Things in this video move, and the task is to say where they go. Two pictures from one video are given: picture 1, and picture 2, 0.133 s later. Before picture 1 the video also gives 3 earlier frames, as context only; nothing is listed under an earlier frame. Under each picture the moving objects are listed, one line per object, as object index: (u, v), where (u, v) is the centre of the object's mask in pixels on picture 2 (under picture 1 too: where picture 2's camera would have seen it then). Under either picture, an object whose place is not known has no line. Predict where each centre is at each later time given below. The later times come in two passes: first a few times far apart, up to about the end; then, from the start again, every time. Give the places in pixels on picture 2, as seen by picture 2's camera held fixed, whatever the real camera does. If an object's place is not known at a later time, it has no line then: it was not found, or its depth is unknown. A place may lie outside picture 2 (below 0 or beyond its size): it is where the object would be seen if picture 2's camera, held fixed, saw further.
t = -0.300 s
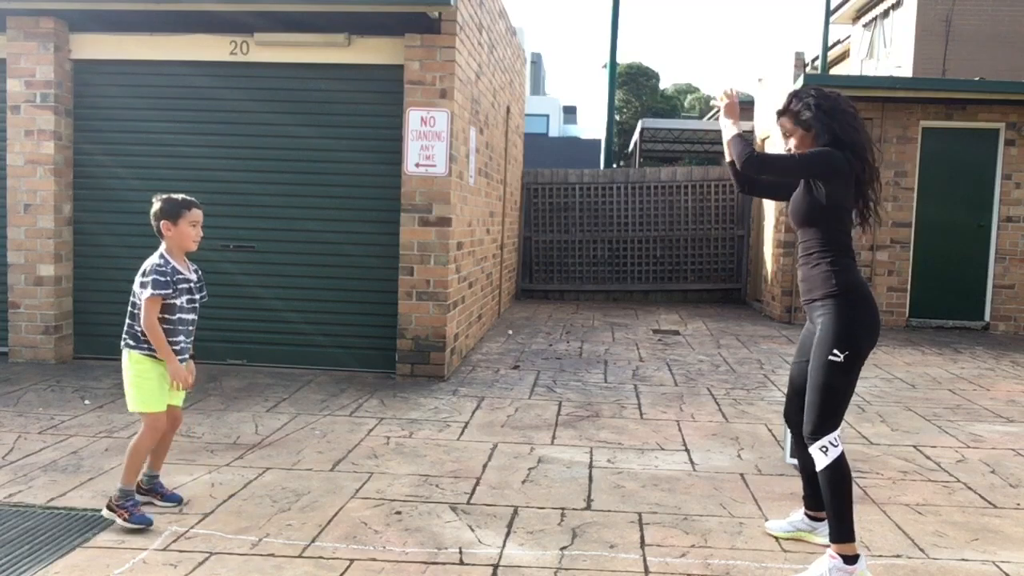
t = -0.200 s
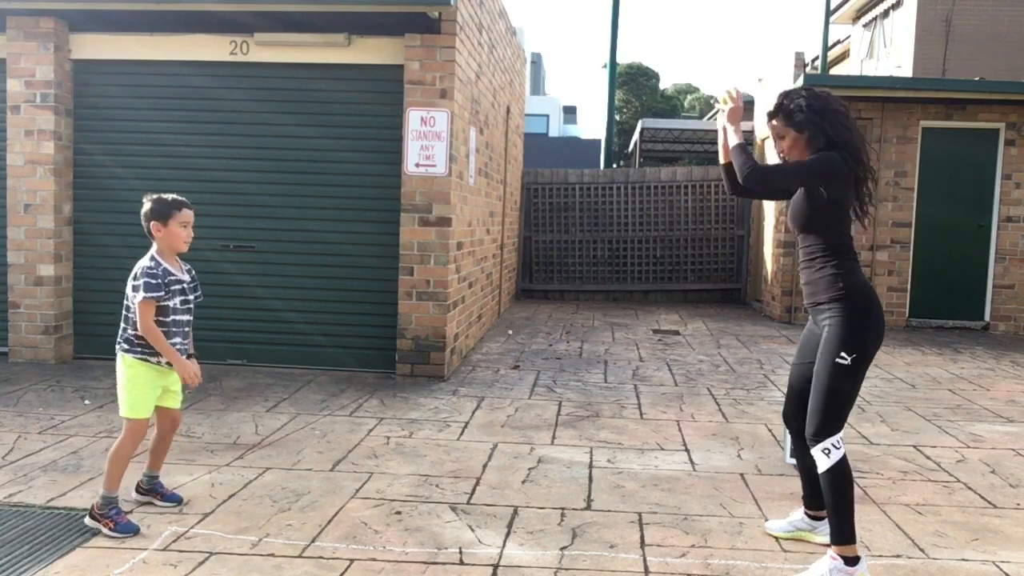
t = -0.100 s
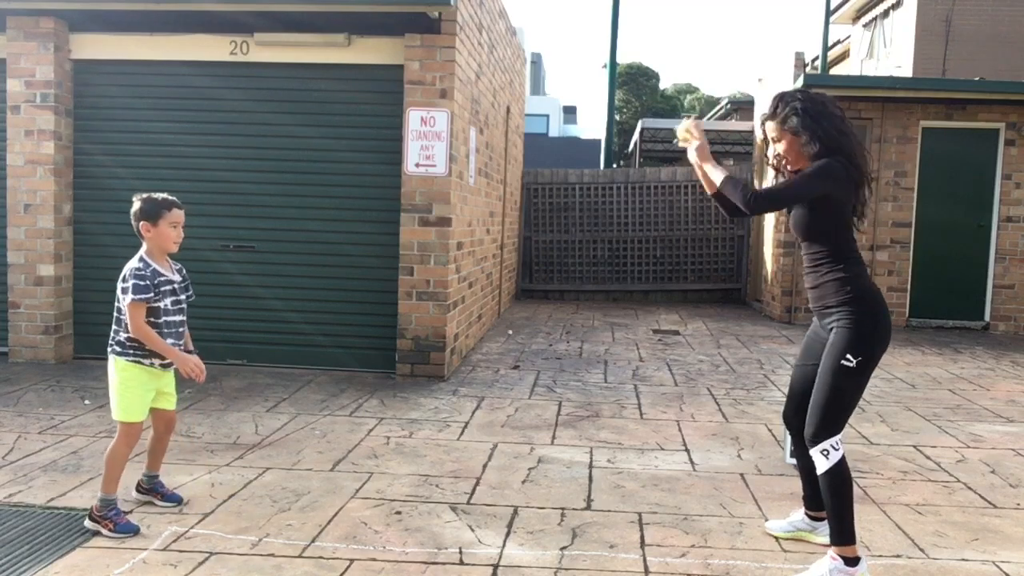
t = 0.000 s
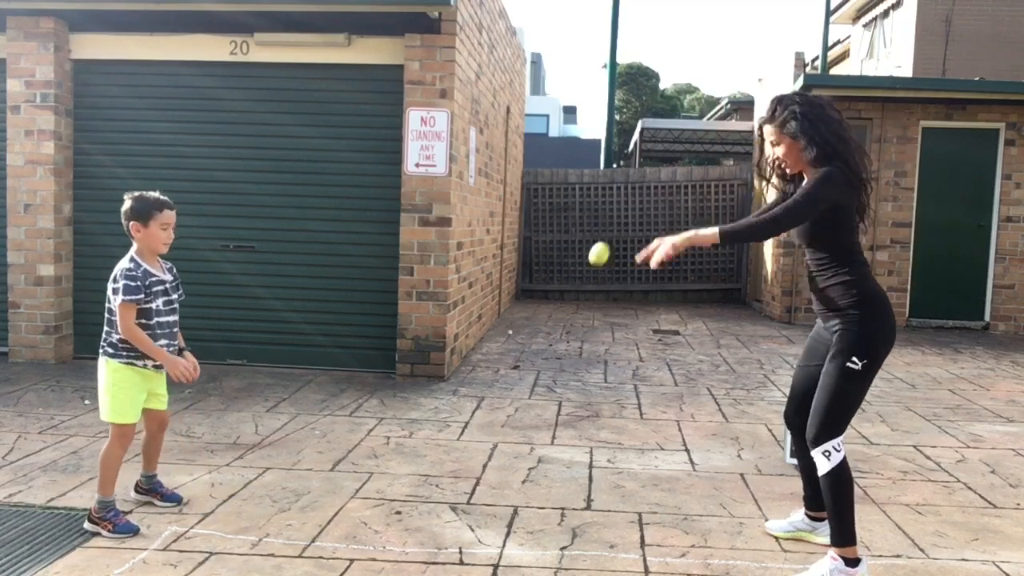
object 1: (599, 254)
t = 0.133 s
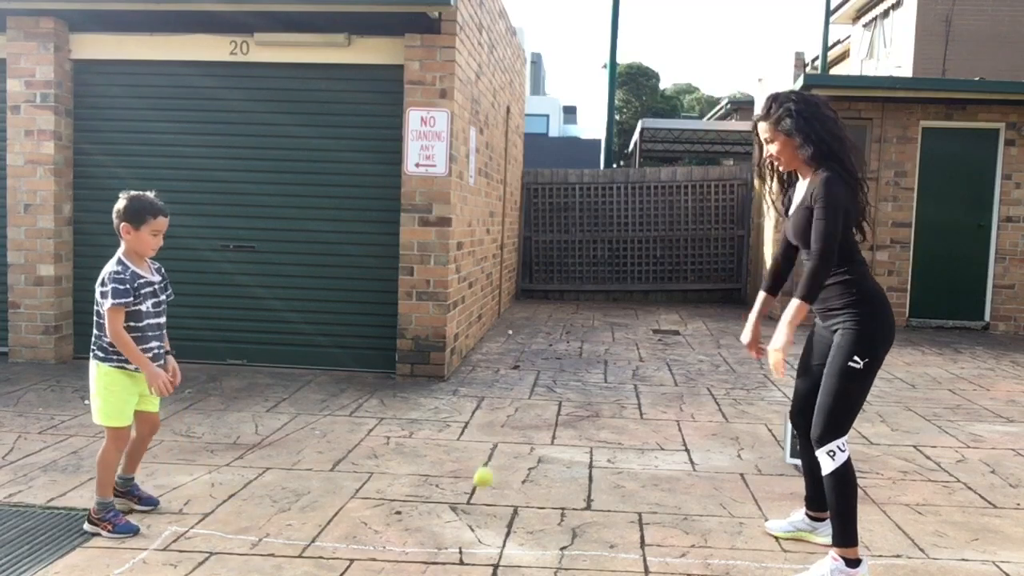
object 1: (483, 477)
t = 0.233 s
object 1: (433, 456)
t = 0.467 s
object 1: (352, 269)
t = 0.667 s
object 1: (280, 220)
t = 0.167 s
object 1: (457, 536)
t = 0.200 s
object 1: (445, 494)
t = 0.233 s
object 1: (433, 456)
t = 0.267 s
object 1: (422, 421)
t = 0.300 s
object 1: (411, 389)
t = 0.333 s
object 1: (399, 360)
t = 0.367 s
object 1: (387, 332)
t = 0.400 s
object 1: (376, 308)
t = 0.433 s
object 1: (364, 287)
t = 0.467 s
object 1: (352, 269)
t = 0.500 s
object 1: (340, 253)
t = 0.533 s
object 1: (328, 241)
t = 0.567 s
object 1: (316, 231)
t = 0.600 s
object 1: (304, 224)
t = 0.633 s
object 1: (292, 220)
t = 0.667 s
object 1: (280, 220)
